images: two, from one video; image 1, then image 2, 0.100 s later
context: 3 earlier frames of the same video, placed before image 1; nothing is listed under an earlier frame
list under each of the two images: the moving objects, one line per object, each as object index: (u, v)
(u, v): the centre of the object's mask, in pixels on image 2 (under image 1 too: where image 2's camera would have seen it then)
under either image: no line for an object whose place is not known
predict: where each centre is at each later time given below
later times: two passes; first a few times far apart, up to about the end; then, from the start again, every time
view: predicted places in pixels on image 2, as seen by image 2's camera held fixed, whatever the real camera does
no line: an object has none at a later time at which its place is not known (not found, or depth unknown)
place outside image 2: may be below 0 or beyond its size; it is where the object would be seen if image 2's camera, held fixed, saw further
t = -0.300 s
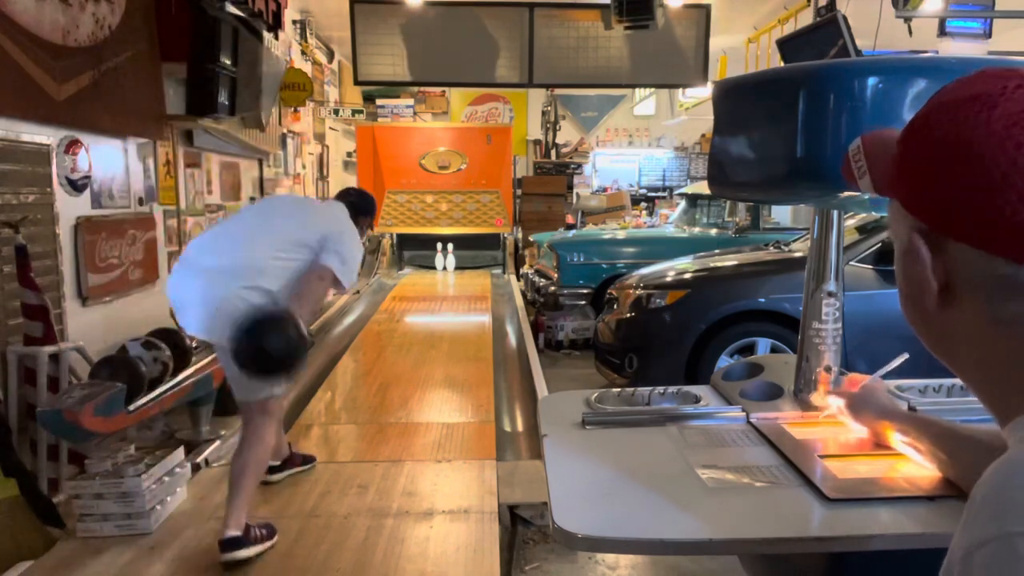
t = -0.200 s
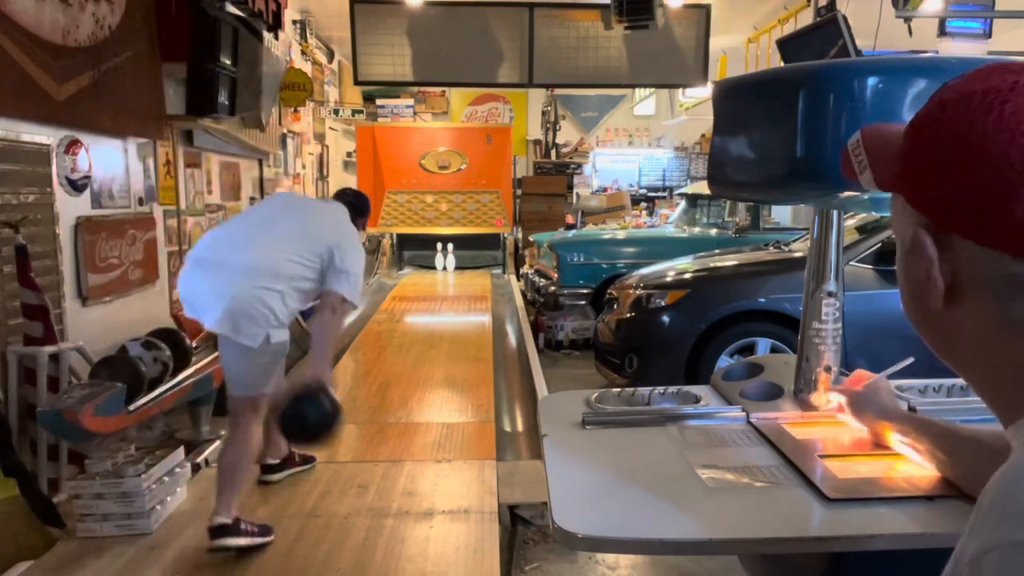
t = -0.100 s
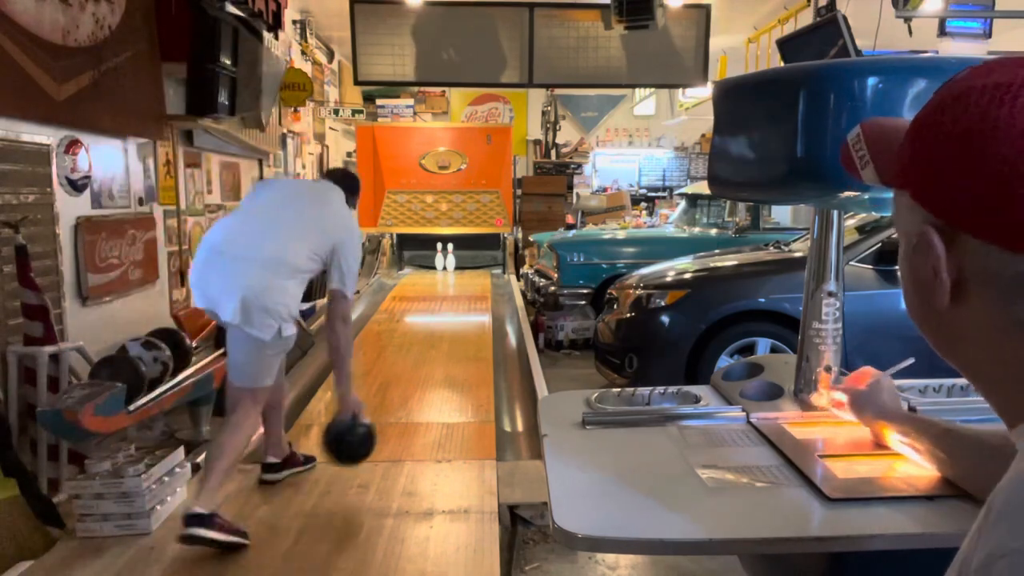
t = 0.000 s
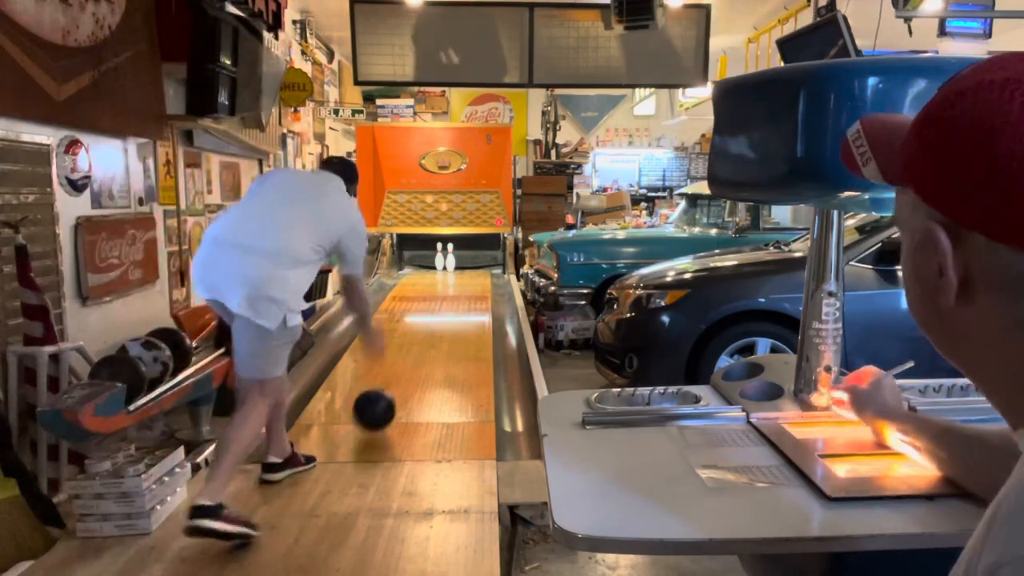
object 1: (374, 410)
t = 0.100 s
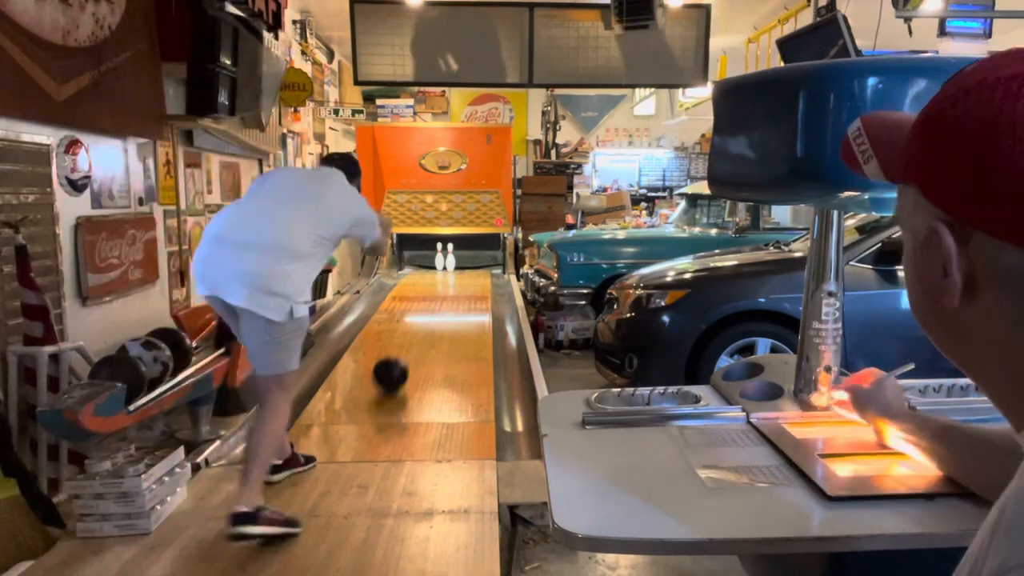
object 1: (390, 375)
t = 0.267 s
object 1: (407, 329)
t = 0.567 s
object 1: (426, 285)
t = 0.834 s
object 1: (436, 268)
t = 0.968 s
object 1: (438, 262)
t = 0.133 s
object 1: (394, 363)
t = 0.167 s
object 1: (398, 353)
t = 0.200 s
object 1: (401, 344)
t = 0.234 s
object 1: (405, 336)
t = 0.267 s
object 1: (407, 329)
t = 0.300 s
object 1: (410, 322)
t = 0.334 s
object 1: (413, 316)
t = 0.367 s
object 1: (415, 310)
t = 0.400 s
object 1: (417, 305)
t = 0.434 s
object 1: (419, 301)
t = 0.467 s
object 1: (421, 296)
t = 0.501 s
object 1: (423, 292)
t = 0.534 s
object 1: (424, 288)
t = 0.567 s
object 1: (426, 285)
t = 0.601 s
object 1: (427, 283)
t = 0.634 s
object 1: (428, 280)
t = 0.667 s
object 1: (430, 278)
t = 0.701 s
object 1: (431, 275)
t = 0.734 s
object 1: (432, 273)
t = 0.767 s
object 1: (433, 271)
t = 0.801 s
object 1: (434, 269)
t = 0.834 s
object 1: (436, 268)
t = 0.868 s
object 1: (437, 267)
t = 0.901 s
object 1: (438, 265)
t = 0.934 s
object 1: (439, 264)
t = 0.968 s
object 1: (438, 262)
